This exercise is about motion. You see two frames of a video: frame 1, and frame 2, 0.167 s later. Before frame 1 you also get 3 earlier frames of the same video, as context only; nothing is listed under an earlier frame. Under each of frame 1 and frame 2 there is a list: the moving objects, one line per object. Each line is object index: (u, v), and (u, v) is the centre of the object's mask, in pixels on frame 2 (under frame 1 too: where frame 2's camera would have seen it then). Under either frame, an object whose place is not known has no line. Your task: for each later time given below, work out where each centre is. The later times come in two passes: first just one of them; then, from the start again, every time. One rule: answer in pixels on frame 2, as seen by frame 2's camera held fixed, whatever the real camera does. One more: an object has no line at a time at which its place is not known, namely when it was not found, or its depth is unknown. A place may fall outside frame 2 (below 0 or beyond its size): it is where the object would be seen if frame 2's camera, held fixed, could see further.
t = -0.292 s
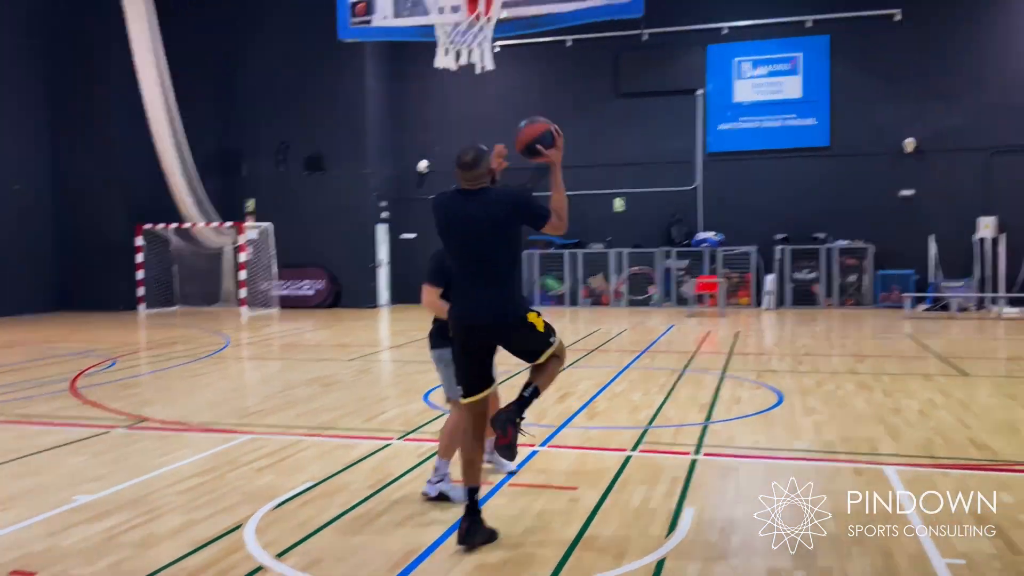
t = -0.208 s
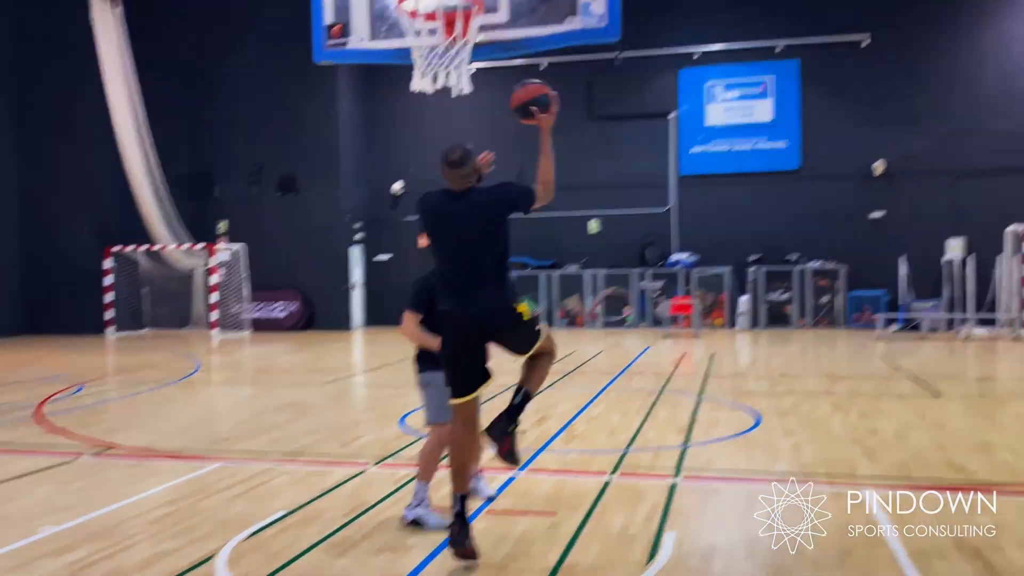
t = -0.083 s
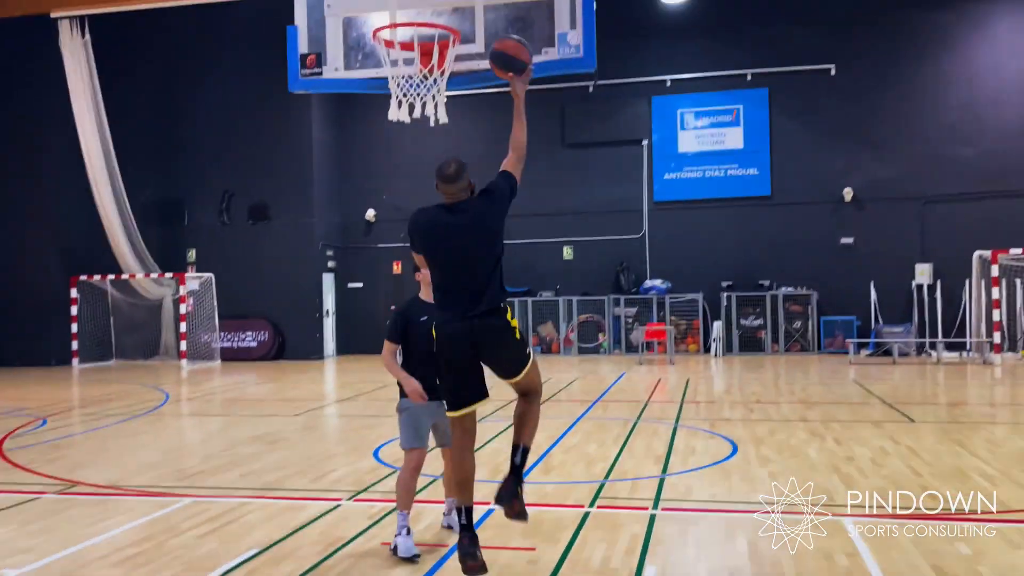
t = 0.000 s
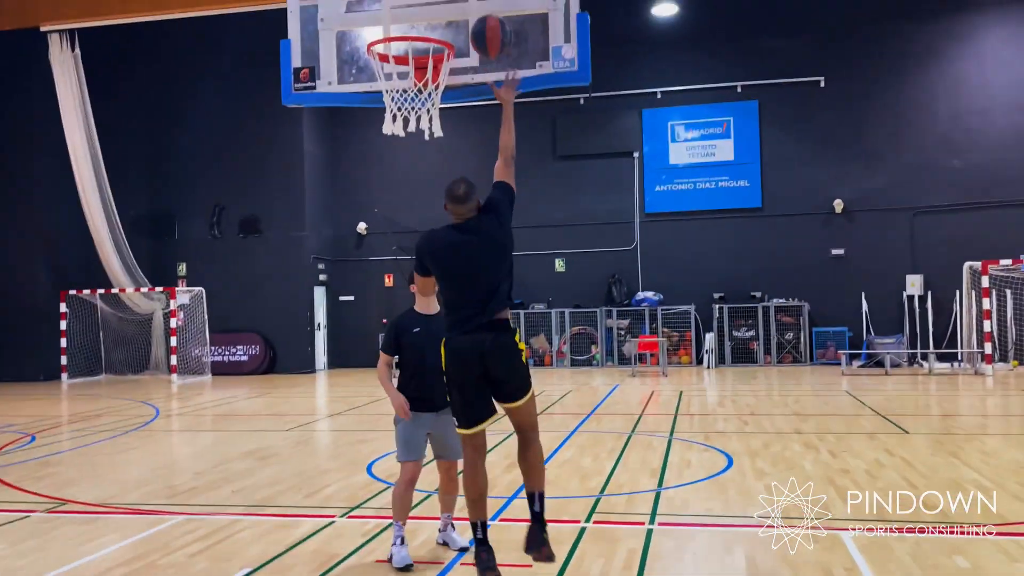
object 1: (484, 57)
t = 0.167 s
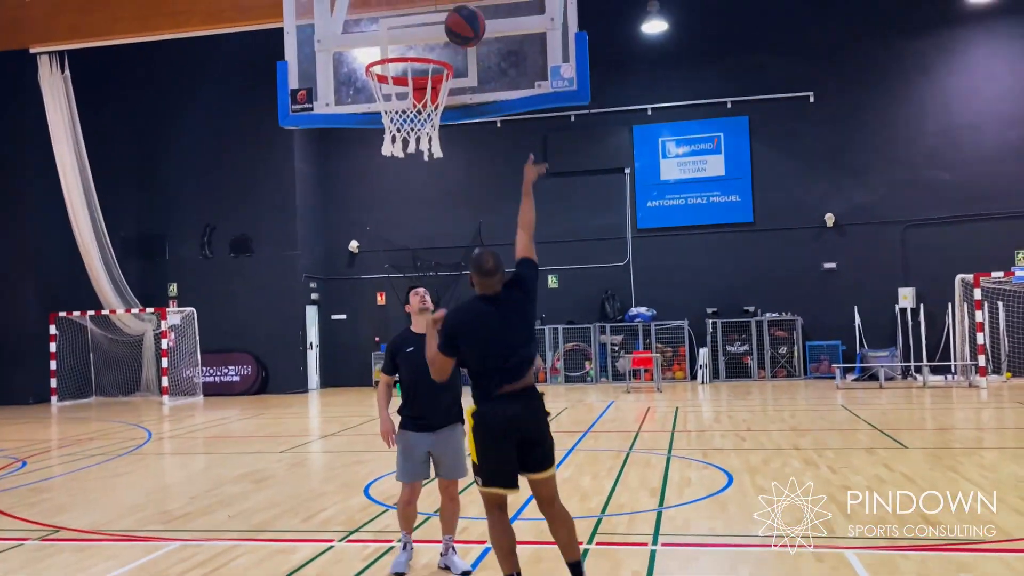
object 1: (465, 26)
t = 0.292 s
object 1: (448, 25)
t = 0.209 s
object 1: (458, 22)
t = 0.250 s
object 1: (454, 22)
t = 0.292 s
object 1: (448, 25)
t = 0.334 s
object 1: (444, 29)
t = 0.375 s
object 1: (438, 38)
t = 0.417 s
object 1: (434, 43)
